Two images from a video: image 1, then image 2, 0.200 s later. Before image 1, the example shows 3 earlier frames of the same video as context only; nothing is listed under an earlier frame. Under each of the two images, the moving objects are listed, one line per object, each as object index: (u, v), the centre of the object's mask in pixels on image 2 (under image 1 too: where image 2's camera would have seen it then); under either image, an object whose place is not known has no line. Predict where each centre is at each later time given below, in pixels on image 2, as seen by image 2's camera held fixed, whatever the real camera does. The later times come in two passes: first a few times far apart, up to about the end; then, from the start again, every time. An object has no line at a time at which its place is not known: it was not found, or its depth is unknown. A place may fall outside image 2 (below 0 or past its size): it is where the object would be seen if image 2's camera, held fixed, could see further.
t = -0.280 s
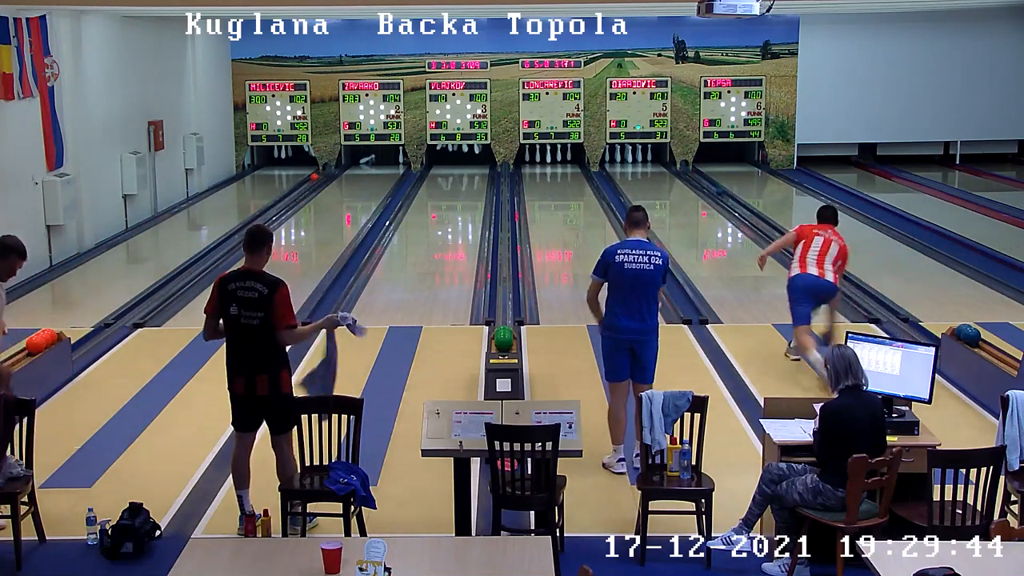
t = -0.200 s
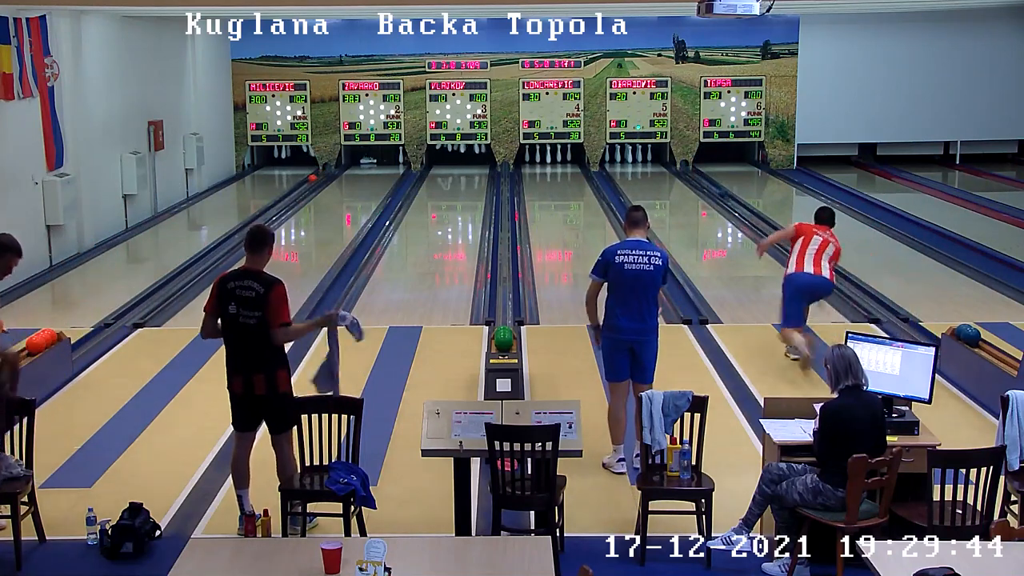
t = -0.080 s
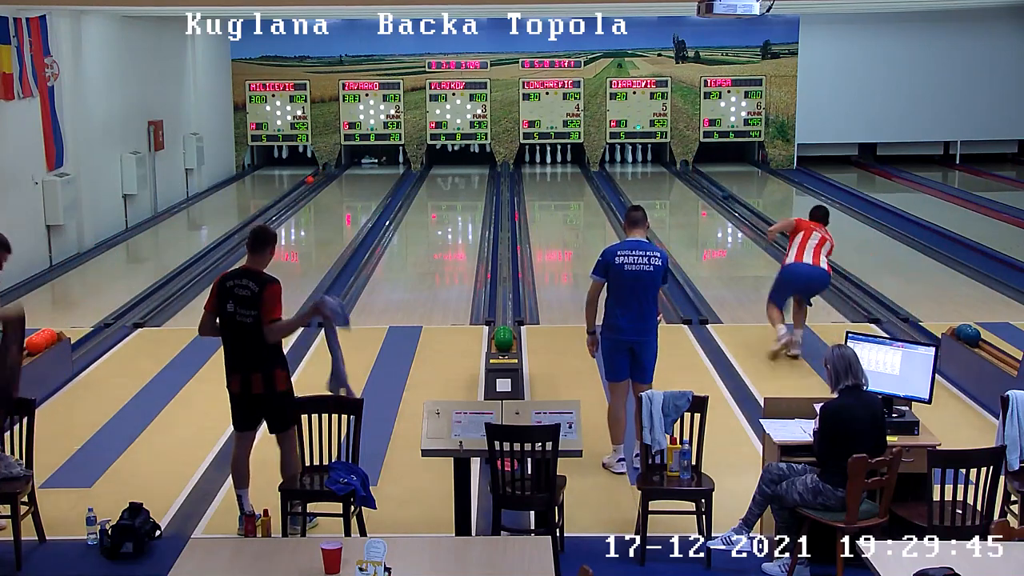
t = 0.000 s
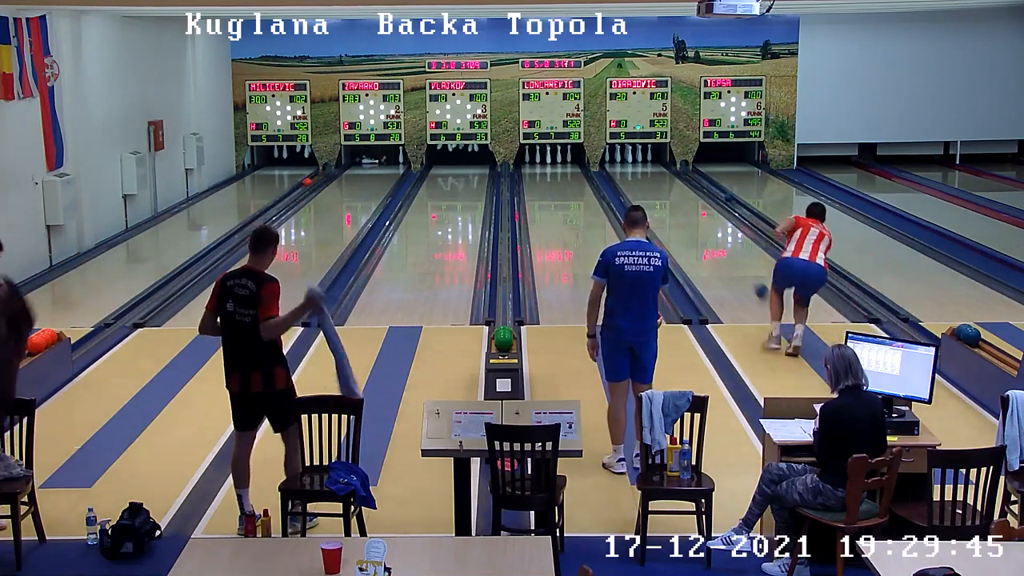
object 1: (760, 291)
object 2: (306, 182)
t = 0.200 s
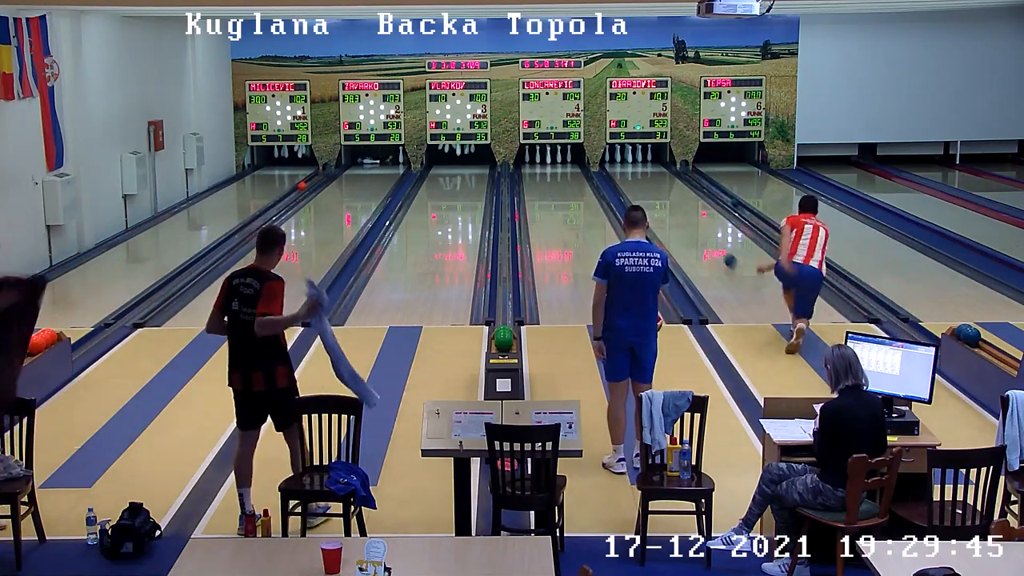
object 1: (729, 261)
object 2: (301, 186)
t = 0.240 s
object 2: (300, 187)
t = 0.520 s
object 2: (293, 192)
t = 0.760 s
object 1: (672, 205)
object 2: (285, 198)
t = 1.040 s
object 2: (276, 206)
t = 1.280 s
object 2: (269, 210)
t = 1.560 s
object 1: (632, 162)
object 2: (258, 218)
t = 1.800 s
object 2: (249, 225)
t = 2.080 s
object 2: (237, 233)
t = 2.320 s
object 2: (226, 241)
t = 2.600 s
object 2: (213, 252)
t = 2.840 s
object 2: (200, 261)
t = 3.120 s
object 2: (184, 273)
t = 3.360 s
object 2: (169, 284)
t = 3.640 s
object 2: (150, 298)
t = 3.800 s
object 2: (137, 307)
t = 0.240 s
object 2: (300, 187)
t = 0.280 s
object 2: (299, 188)
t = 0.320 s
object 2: (298, 188)
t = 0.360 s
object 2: (297, 189)
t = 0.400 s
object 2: (296, 190)
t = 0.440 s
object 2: (295, 191)
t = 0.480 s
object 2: (293, 192)
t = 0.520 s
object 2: (293, 192)
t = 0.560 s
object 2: (291, 194)
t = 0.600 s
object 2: (290, 195)
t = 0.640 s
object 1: (682, 214)
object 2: (289, 196)
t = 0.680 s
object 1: (678, 210)
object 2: (287, 197)
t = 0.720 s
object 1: (675, 208)
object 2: (286, 198)
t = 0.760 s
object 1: (672, 205)
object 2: (285, 198)
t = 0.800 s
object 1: (669, 202)
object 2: (284, 199)
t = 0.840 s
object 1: (667, 200)
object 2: (282, 200)
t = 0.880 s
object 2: (281, 200)
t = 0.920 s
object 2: (280, 202)
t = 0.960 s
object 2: (278, 203)
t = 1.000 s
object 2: (278, 204)
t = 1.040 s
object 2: (276, 206)
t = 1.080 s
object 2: (275, 206)
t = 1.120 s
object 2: (274, 206)
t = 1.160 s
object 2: (273, 207)
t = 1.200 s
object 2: (271, 208)
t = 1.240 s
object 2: (270, 209)
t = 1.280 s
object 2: (269, 210)
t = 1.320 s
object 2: (267, 211)
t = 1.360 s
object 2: (266, 212)
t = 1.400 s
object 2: (264, 213)
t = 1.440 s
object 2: (263, 214)
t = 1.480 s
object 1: (633, 165)
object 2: (261, 216)
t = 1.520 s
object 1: (631, 164)
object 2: (260, 216)
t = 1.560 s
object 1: (632, 162)
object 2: (258, 218)
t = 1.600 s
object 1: (634, 161)
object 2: (257, 219)
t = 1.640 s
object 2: (255, 220)
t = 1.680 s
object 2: (253, 221)
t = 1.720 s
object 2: (252, 223)
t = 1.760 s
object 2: (250, 223)
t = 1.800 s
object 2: (249, 225)
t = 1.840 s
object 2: (247, 226)
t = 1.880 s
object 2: (246, 227)
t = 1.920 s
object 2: (244, 228)
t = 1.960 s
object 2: (242, 230)
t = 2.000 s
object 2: (241, 231)
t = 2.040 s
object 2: (239, 232)
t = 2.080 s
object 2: (237, 233)
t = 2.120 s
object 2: (236, 235)
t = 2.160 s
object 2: (234, 236)
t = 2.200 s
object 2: (232, 237)
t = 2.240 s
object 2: (230, 238)
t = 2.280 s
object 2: (228, 240)
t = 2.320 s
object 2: (226, 241)
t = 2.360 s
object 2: (224, 243)
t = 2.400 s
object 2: (223, 244)
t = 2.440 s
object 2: (220, 246)
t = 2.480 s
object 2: (219, 247)
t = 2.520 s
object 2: (217, 249)
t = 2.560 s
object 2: (215, 250)
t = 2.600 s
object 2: (213, 252)
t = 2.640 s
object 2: (211, 253)
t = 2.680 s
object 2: (209, 255)
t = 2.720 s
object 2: (207, 256)
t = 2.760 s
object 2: (204, 258)
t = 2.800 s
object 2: (203, 259)
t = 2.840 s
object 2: (200, 261)
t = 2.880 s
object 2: (198, 262)
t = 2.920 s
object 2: (196, 264)
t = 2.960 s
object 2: (193, 266)
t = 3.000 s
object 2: (191, 268)
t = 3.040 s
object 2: (188, 269)
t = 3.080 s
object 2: (186, 271)
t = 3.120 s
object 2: (184, 273)
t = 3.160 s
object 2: (181, 275)
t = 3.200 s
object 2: (179, 276)
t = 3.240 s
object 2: (176, 278)
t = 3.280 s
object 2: (174, 280)
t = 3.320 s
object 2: (171, 282)
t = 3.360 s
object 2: (169, 284)
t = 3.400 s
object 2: (166, 286)
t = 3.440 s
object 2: (163, 288)
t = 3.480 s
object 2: (161, 290)
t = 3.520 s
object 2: (158, 292)
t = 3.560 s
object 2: (155, 294)
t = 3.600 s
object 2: (153, 296)
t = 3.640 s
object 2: (150, 298)
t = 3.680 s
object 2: (146, 300)
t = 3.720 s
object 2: (144, 302)
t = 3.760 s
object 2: (141, 304)
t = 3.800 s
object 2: (137, 307)
